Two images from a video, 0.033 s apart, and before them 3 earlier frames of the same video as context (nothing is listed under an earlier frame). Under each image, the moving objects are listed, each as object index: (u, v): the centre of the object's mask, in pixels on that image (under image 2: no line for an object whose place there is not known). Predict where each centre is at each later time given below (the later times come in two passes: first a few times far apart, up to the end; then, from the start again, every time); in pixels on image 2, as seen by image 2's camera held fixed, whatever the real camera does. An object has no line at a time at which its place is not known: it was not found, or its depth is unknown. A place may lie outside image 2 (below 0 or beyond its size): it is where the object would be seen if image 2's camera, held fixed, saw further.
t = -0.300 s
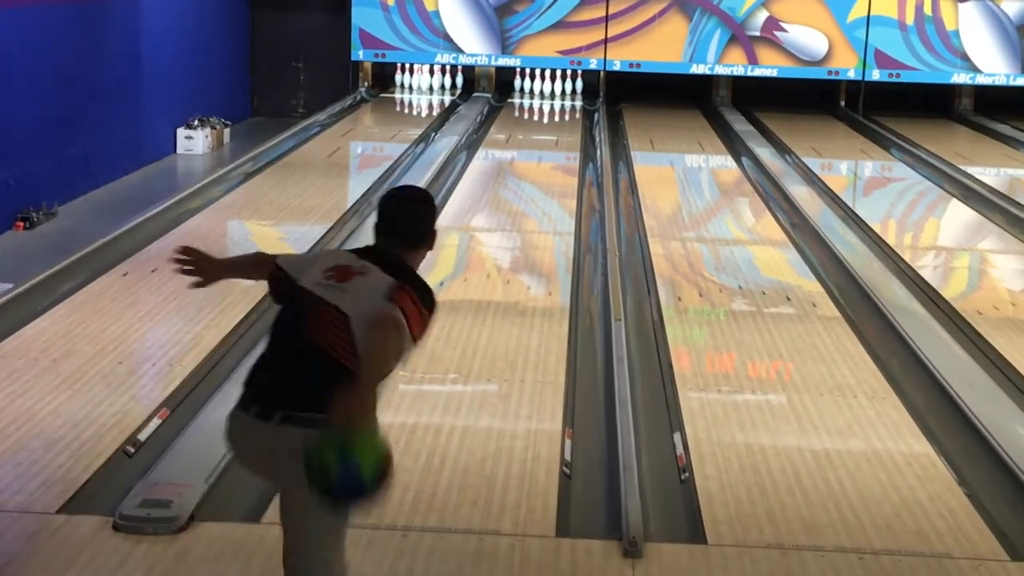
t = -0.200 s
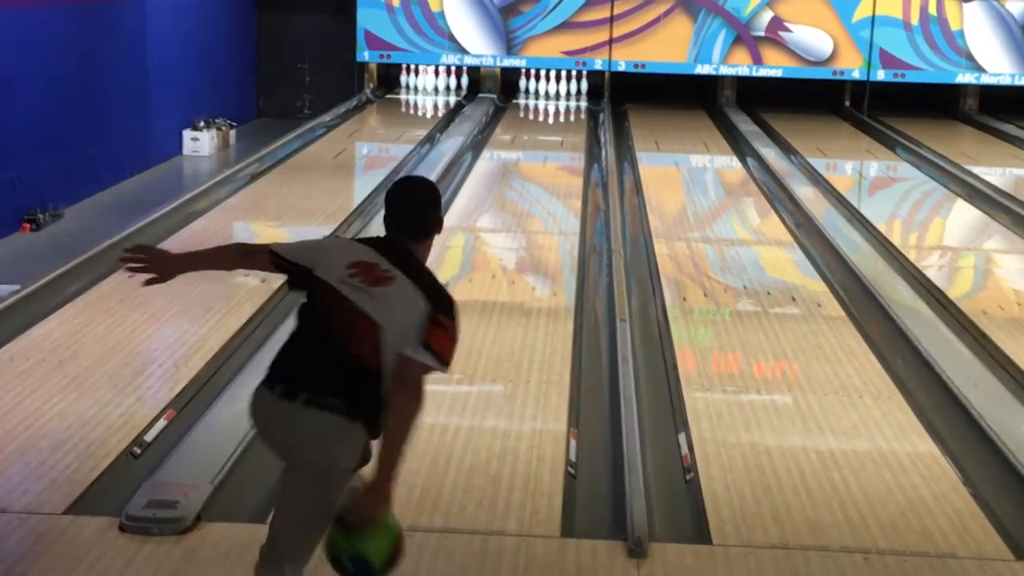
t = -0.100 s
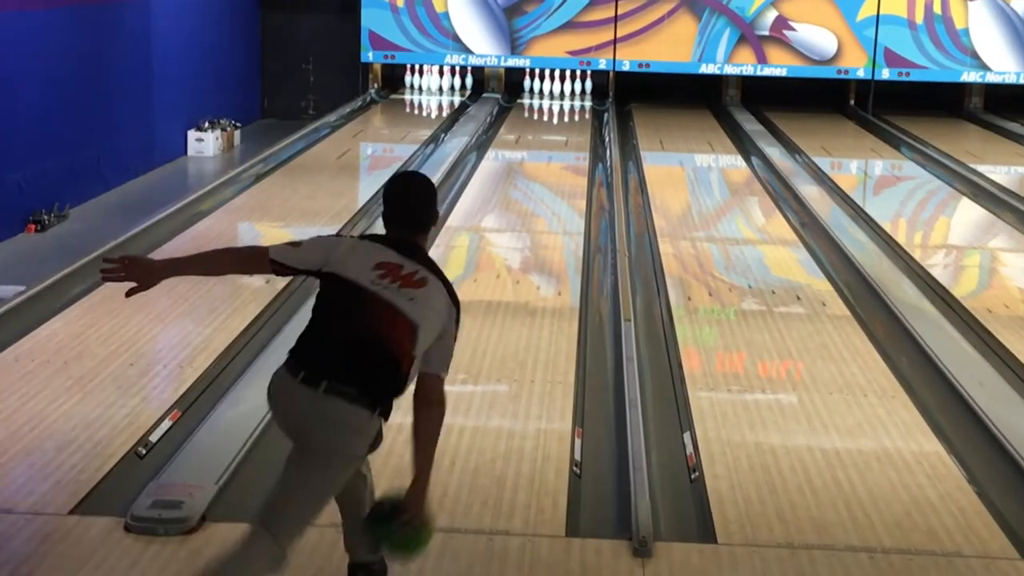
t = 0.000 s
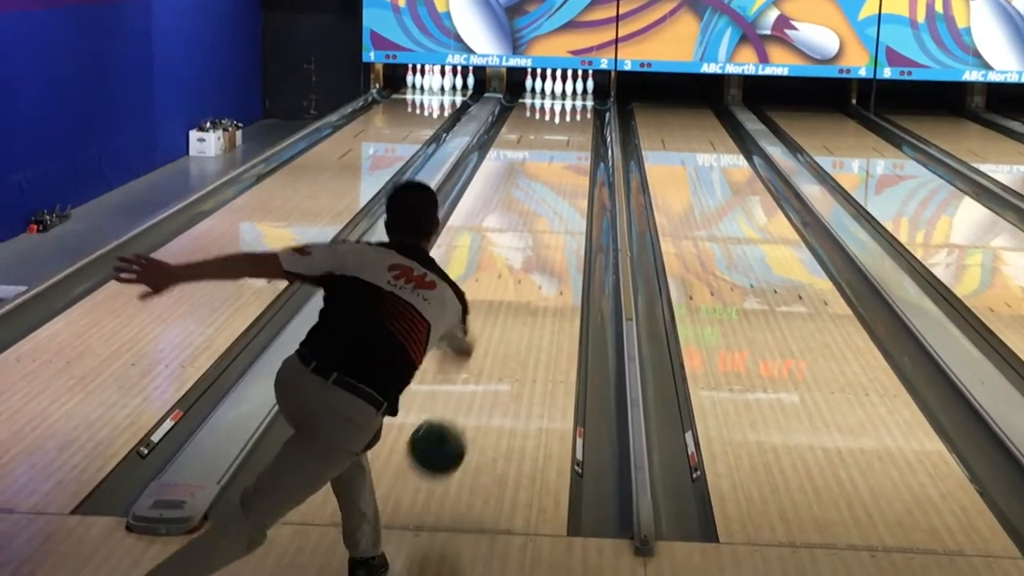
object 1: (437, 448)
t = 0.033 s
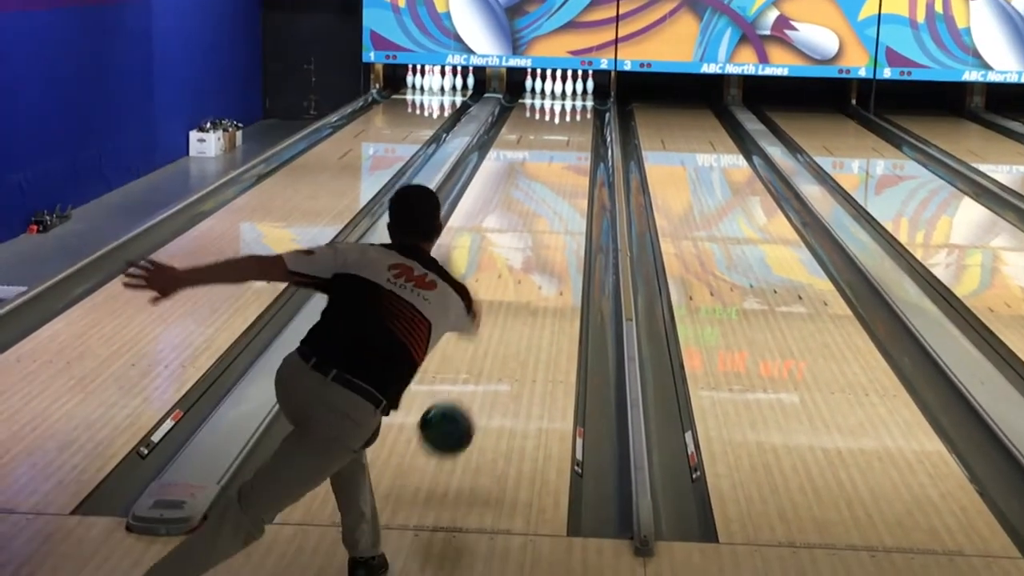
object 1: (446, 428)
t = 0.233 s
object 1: (488, 362)
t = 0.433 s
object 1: (517, 294)
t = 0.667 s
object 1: (539, 240)
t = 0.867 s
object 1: (553, 206)
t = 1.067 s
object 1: (563, 180)
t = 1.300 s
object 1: (571, 155)
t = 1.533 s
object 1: (576, 136)
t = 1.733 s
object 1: (578, 123)
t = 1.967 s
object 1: (576, 111)
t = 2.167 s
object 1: (573, 101)
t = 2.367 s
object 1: (568, 94)
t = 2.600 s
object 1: (565, 87)
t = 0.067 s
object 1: (455, 413)
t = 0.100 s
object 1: (463, 401)
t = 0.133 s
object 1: (470, 393)
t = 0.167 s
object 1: (477, 389)
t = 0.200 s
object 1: (482, 376)
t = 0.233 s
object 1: (488, 362)
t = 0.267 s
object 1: (494, 349)
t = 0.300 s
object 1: (499, 337)
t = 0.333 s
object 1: (504, 325)
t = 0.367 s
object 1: (509, 314)
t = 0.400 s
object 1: (513, 304)
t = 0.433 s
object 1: (517, 294)
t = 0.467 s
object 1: (521, 286)
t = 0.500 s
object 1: (524, 277)
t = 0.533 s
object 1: (528, 268)
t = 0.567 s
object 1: (531, 260)
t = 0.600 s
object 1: (533, 254)
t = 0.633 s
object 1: (536, 247)
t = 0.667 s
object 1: (539, 240)
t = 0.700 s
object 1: (542, 234)
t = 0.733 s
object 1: (544, 228)
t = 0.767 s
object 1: (546, 222)
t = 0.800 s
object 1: (549, 217)
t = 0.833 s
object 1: (551, 212)
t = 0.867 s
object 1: (553, 206)
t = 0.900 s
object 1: (554, 201)
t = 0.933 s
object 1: (556, 196)
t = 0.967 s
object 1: (558, 192)
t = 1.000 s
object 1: (560, 188)
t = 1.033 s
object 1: (561, 184)
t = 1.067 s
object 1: (563, 180)
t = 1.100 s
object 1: (564, 176)
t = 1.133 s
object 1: (565, 172)
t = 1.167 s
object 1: (567, 168)
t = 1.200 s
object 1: (568, 165)
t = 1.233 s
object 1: (569, 162)
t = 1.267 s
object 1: (570, 159)
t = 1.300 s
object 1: (571, 155)
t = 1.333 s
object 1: (572, 152)
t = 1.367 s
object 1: (573, 149)
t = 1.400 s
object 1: (573, 146)
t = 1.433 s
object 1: (574, 144)
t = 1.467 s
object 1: (575, 142)
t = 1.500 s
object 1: (576, 138)
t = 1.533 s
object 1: (576, 136)
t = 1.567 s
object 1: (576, 134)
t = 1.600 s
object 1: (577, 131)
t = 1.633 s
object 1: (577, 129)
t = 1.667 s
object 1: (577, 127)
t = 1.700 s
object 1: (578, 125)
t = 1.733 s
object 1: (578, 123)
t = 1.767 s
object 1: (577, 121)
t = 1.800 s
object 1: (578, 119)
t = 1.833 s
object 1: (578, 116)
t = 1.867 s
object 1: (578, 115)
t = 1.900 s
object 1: (578, 113)
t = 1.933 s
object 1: (578, 112)
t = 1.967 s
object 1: (576, 111)
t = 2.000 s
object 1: (576, 109)
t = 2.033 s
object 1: (575, 106)
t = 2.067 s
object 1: (574, 105)
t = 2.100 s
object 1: (574, 104)
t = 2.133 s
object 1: (573, 102)
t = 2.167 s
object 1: (573, 101)
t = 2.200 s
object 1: (572, 100)
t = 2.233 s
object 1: (571, 98)
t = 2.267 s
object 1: (569, 97)
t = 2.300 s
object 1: (568, 96)
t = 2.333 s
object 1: (568, 95)
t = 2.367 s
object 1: (568, 94)
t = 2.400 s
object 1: (566, 93)
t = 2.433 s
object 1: (564, 92)
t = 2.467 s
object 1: (565, 91)
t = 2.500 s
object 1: (566, 89)
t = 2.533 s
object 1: (566, 89)
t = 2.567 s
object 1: (565, 89)
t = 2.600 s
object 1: (565, 87)
